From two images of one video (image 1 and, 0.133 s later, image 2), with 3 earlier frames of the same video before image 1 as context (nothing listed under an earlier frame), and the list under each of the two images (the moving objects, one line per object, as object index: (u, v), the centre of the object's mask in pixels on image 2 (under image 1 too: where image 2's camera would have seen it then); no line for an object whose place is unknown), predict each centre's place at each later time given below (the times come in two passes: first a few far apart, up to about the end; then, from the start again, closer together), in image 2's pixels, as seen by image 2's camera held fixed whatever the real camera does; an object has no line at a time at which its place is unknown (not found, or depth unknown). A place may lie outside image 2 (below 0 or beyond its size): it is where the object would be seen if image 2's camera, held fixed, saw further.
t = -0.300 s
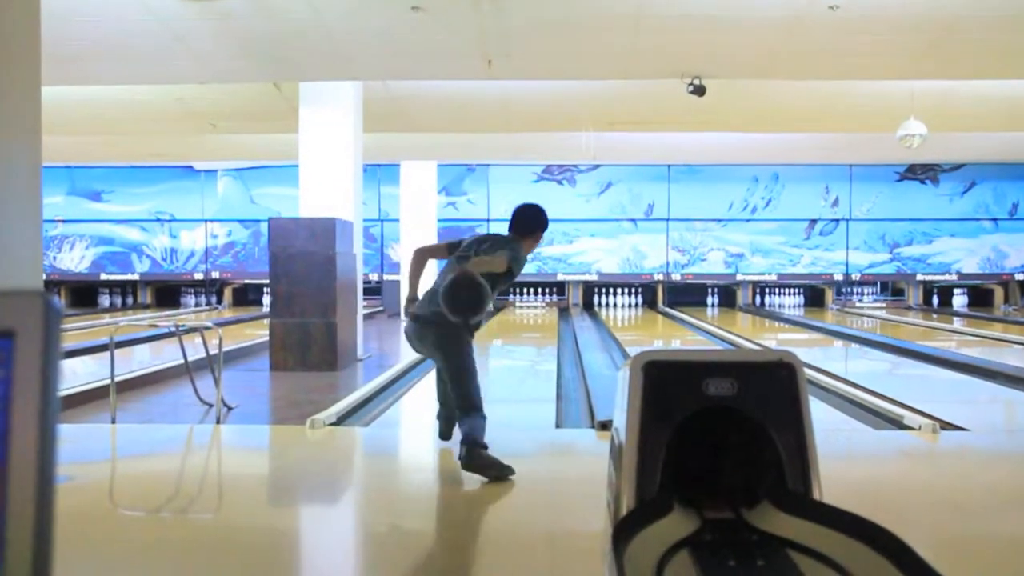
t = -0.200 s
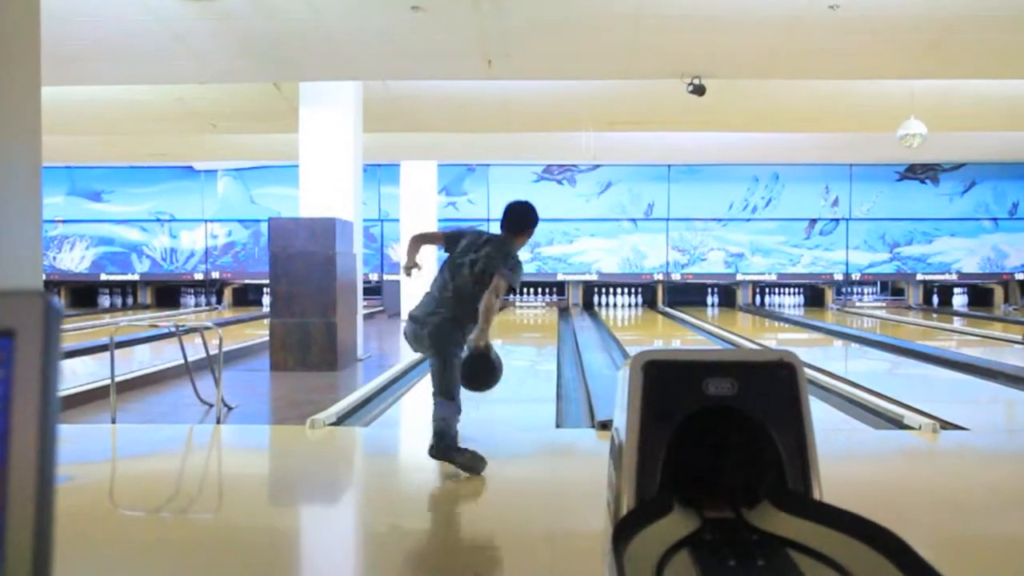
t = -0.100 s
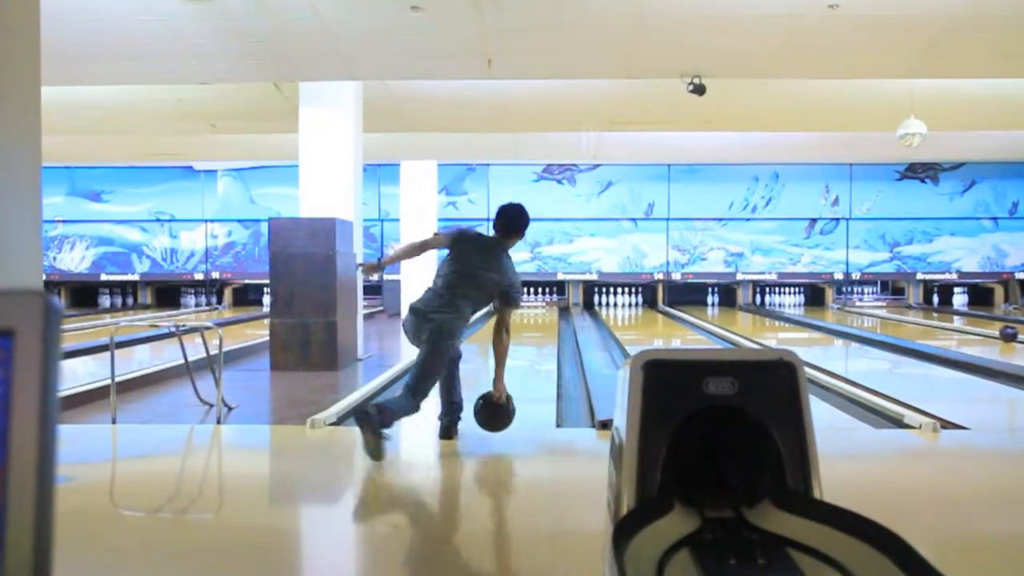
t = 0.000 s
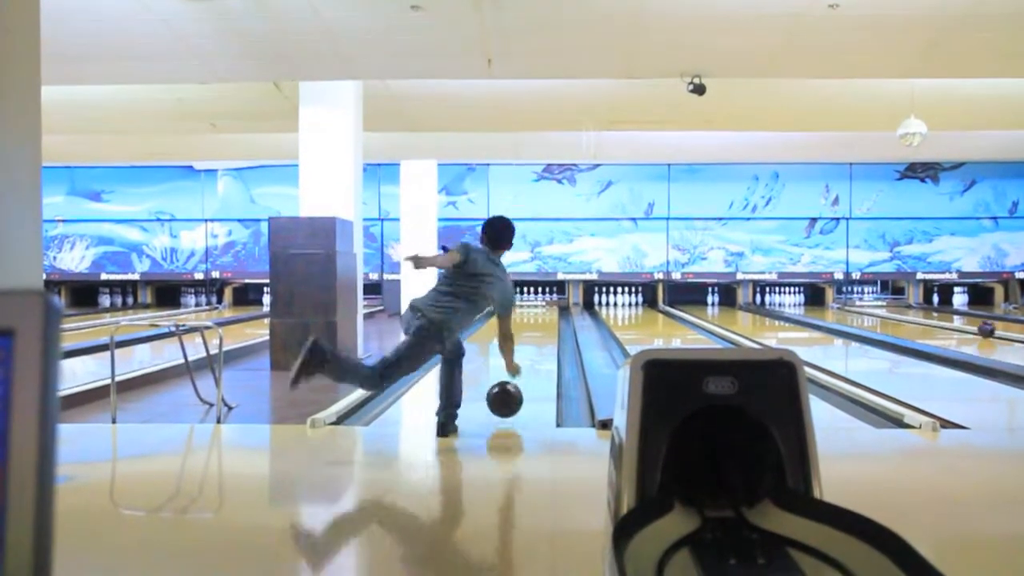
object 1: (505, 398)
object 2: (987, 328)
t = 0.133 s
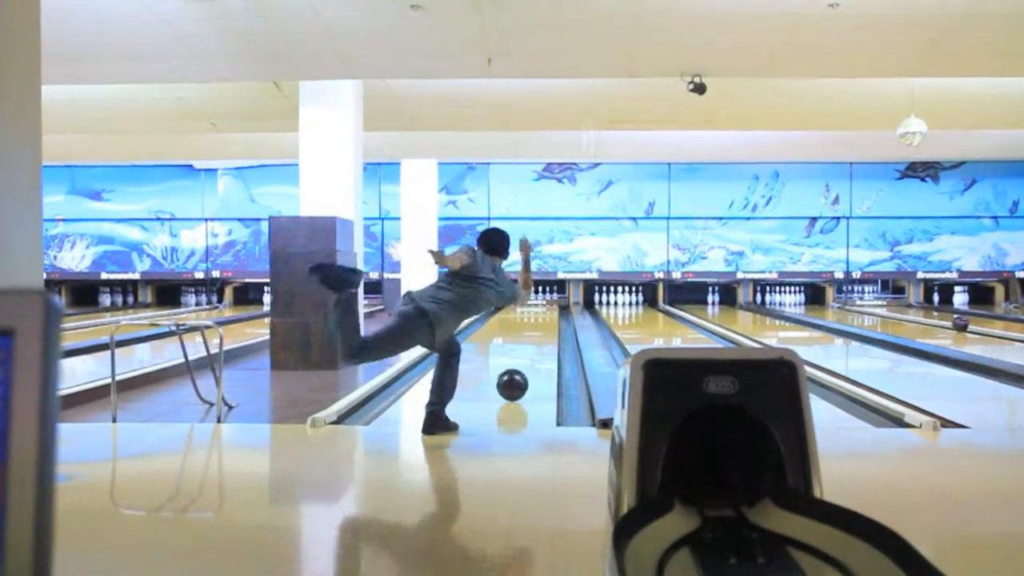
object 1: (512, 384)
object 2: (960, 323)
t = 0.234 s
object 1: (516, 373)
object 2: (942, 320)
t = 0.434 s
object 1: (522, 355)
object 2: (910, 315)
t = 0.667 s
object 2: (878, 311)
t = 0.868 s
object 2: (854, 307)
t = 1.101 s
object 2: (829, 303)
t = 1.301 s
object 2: (808, 301)
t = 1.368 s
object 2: (800, 300)
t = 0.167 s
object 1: (513, 381)
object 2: (955, 322)
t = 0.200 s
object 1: (515, 377)
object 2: (948, 321)
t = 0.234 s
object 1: (516, 373)
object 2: (942, 320)
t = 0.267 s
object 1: (517, 370)
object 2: (936, 319)
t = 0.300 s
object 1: (518, 367)
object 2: (931, 318)
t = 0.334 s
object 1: (519, 364)
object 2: (926, 318)
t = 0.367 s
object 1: (520, 361)
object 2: (920, 317)
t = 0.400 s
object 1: (521, 358)
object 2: (915, 316)
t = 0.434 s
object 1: (522, 355)
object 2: (910, 315)
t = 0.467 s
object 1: (523, 353)
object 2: (905, 314)
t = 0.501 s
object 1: (523, 351)
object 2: (901, 314)
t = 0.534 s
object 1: (524, 348)
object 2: (896, 313)
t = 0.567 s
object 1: (525, 346)
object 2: (891, 312)
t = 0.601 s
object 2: (887, 312)
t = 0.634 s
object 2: (882, 312)
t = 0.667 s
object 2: (878, 311)
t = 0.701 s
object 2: (874, 310)
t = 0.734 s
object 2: (870, 309)
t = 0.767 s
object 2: (866, 309)
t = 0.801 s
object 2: (862, 308)
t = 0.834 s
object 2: (858, 307)
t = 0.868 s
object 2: (854, 307)
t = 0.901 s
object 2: (850, 305)
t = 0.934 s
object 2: (847, 305)
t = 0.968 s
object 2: (843, 305)
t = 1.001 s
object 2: (839, 303)
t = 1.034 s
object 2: (836, 303)
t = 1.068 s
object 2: (833, 303)
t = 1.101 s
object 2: (829, 303)
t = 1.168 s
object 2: (822, 303)
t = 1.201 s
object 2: (819, 302)
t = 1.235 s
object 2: (814, 302)
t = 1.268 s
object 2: (811, 302)
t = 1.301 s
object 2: (808, 301)
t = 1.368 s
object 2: (800, 300)
